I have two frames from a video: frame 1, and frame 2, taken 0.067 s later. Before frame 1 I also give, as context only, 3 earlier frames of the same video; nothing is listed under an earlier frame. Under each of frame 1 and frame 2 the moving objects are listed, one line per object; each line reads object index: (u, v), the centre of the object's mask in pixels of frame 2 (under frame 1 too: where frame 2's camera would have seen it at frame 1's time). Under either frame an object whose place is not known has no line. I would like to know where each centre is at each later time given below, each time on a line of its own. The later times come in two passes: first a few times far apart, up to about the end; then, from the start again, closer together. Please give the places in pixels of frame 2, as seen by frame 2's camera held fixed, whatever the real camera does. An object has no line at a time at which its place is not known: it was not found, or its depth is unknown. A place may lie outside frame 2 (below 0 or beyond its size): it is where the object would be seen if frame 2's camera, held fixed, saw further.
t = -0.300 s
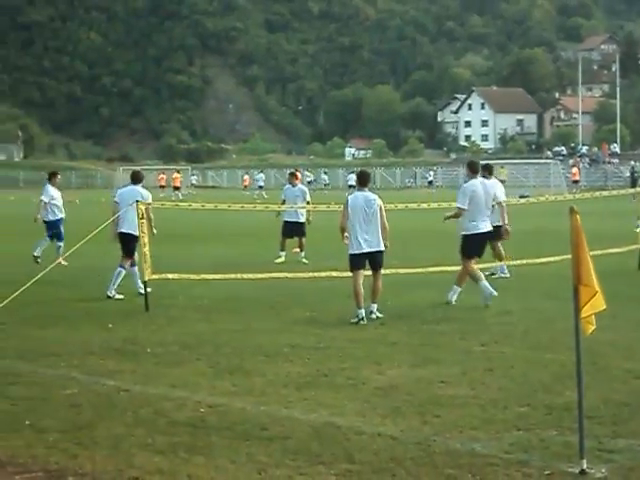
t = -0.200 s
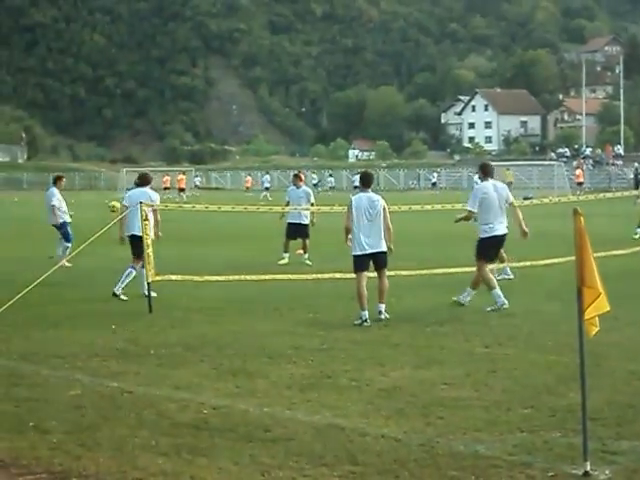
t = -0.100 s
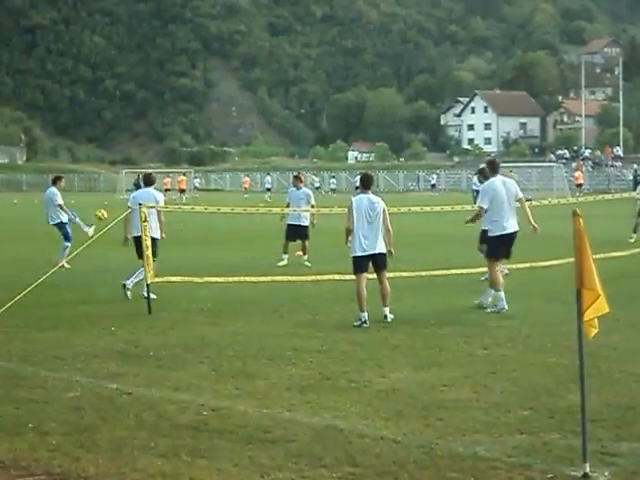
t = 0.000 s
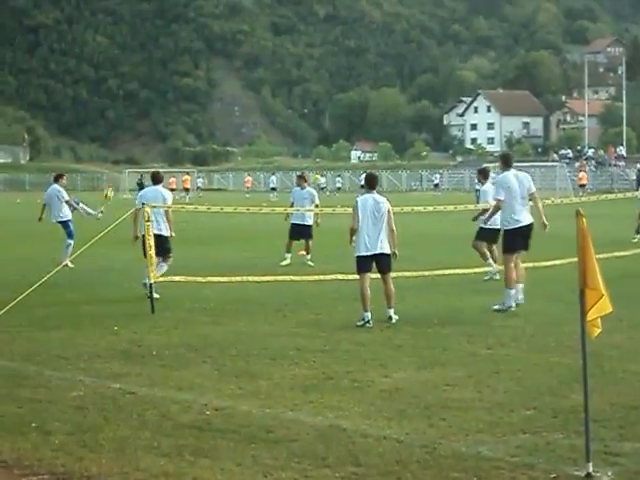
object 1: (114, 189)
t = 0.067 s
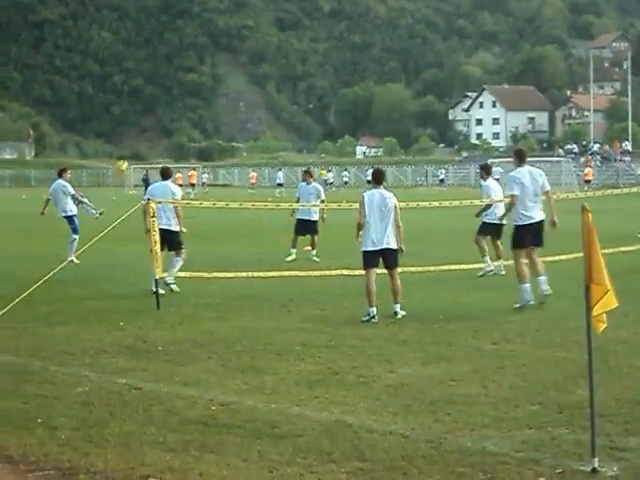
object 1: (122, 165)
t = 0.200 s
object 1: (138, 126)
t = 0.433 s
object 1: (170, 74)
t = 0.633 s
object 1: (198, 50)
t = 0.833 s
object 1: (229, 49)
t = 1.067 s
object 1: (267, 77)
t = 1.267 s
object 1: (302, 130)
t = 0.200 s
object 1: (138, 126)
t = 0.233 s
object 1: (142, 117)
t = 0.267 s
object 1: (147, 108)
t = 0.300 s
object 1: (151, 101)
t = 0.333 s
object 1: (156, 93)
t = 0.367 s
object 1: (160, 86)
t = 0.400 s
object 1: (165, 80)
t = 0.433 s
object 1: (170, 74)
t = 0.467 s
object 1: (174, 68)
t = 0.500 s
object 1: (179, 63)
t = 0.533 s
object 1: (184, 59)
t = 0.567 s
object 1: (189, 55)
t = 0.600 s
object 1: (194, 53)
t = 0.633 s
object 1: (198, 50)
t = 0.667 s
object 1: (204, 48)
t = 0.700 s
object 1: (209, 47)
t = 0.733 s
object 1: (214, 46)
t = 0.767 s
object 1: (219, 46)
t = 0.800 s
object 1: (224, 47)
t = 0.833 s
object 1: (229, 49)
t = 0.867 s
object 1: (234, 50)
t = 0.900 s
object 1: (239, 53)
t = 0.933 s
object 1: (245, 57)
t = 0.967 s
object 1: (250, 60)
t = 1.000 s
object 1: (256, 65)
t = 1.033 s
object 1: (261, 71)
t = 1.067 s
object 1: (267, 77)
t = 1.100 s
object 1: (272, 85)
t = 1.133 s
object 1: (278, 92)
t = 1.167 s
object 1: (284, 100)
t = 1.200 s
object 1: (290, 109)
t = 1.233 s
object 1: (296, 119)
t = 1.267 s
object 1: (302, 130)
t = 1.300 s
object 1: (308, 141)
